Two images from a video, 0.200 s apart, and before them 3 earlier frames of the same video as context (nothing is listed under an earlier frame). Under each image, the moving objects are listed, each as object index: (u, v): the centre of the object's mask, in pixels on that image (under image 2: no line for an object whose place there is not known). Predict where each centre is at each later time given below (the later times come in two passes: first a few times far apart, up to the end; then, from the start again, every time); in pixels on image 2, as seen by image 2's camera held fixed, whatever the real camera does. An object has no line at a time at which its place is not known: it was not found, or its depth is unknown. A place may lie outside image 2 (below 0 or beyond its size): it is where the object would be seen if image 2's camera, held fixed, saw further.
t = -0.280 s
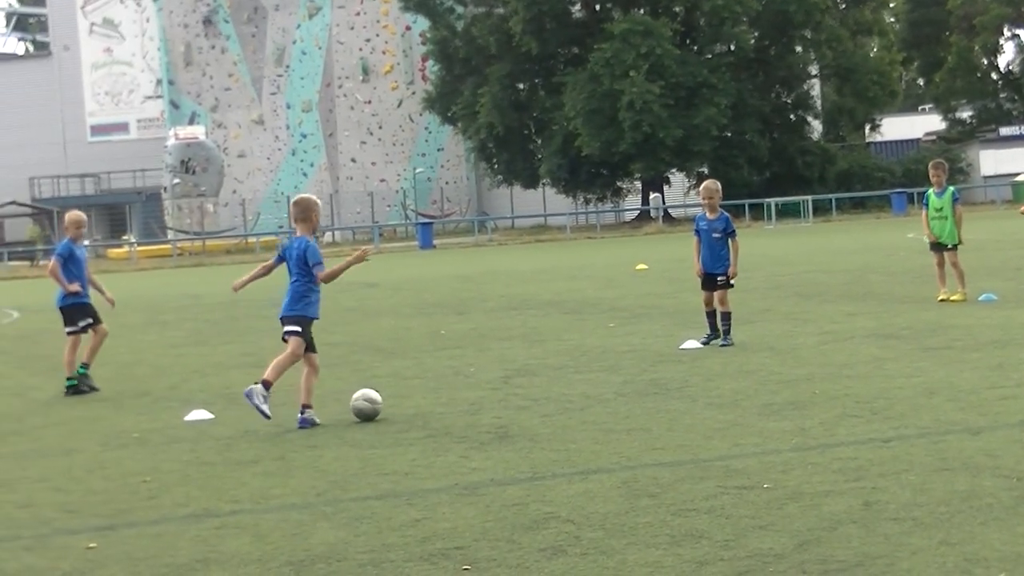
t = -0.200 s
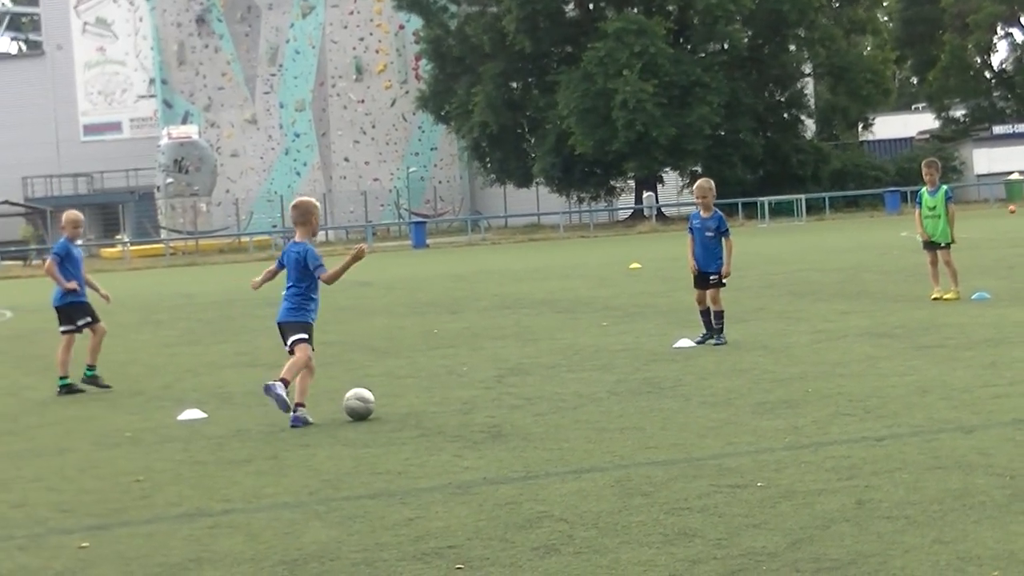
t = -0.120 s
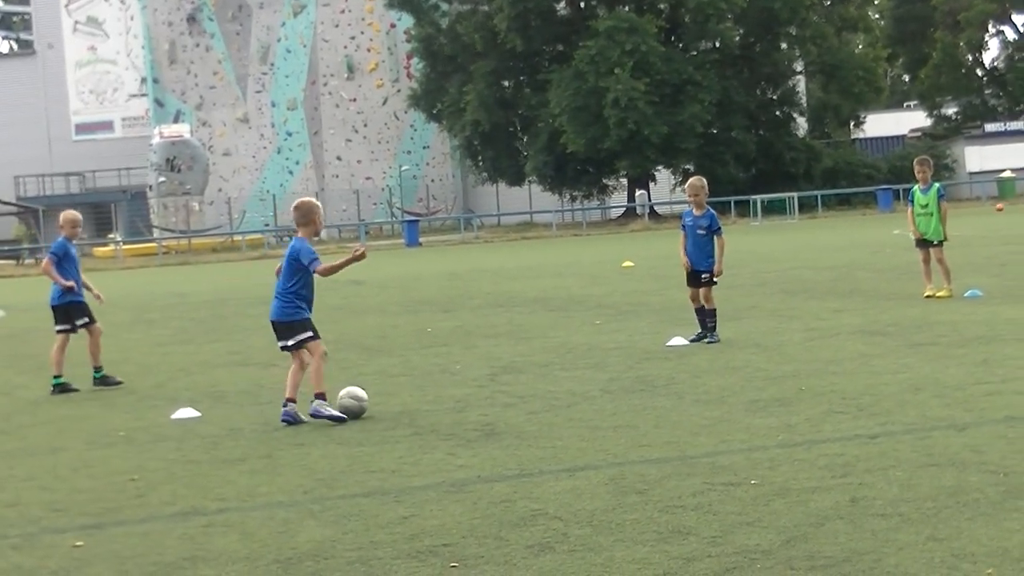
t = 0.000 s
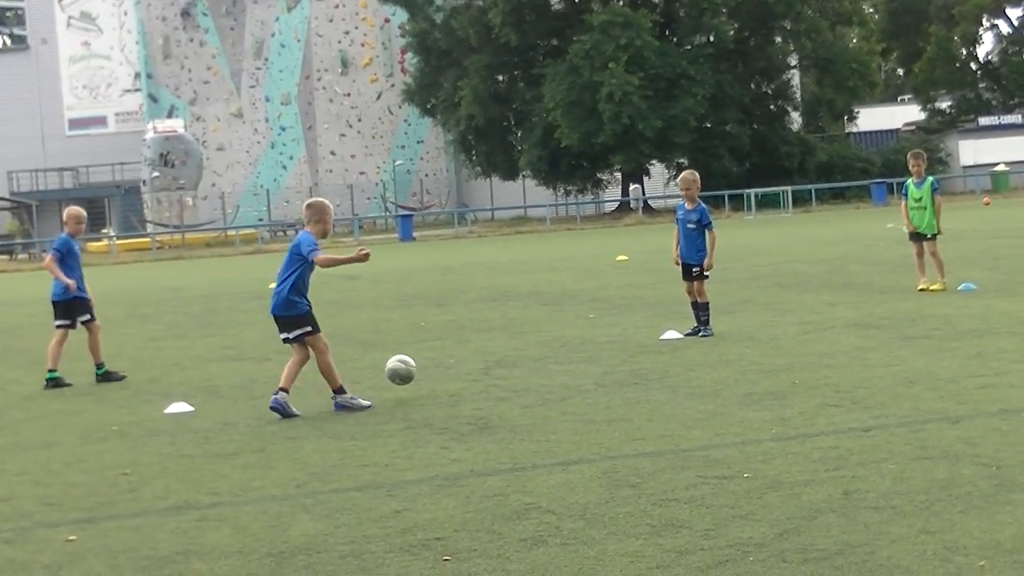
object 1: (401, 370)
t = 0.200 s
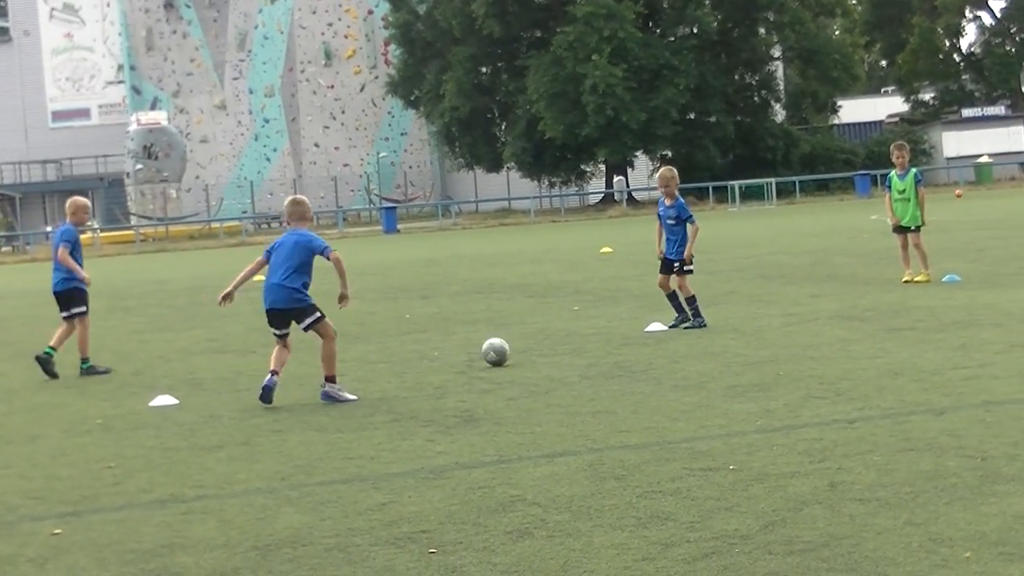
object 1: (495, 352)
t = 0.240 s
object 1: (512, 345)
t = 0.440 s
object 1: (583, 329)
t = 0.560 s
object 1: (615, 318)
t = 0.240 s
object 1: (512, 345)
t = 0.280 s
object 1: (526, 337)
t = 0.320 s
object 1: (541, 332)
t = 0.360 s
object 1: (555, 329)
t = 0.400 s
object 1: (569, 328)
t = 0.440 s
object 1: (583, 329)
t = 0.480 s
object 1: (596, 330)
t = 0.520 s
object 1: (605, 323)
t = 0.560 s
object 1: (615, 318)
